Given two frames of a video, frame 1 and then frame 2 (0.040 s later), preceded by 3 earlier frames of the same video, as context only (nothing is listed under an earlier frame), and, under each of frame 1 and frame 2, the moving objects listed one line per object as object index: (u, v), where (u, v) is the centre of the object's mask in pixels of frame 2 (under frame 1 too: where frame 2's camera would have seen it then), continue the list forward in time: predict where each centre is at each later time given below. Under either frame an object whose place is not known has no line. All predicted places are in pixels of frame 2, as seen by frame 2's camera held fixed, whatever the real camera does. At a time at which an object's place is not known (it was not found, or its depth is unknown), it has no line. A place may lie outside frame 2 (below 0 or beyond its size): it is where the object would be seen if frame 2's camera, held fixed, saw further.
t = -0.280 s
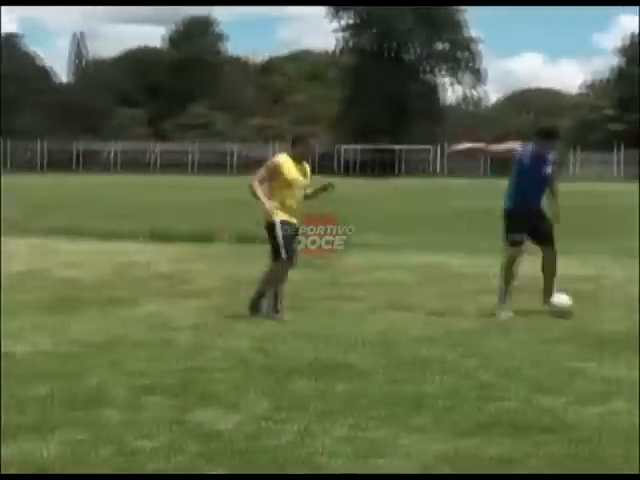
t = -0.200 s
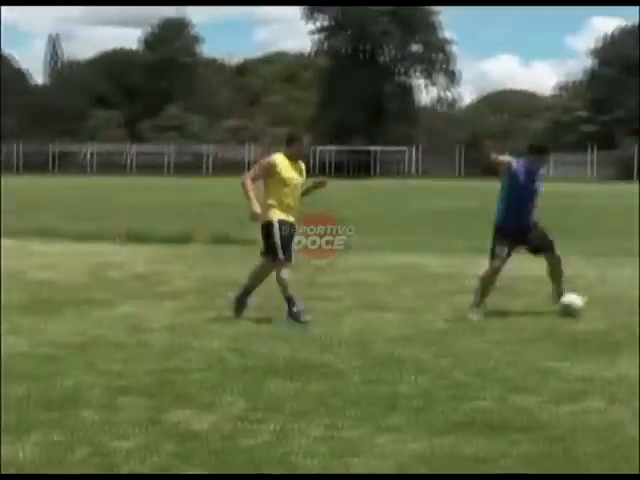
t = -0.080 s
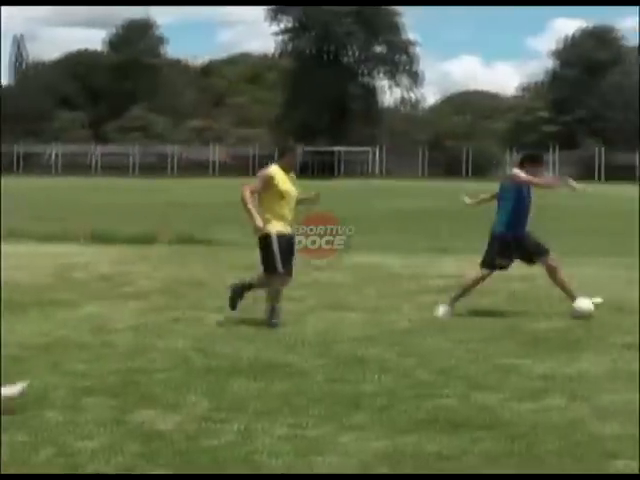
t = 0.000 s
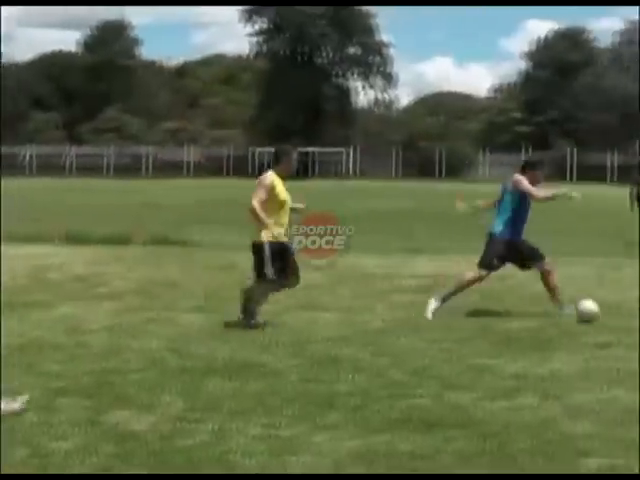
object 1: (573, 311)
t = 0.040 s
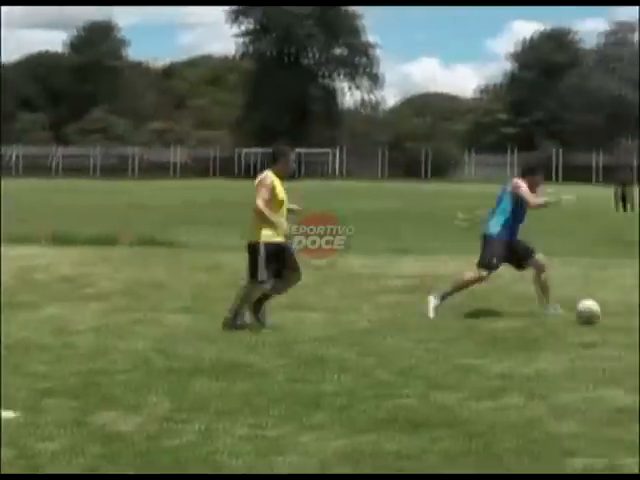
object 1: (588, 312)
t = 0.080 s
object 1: (604, 314)
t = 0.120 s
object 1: (620, 317)
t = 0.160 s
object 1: (638, 320)
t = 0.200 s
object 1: (655, 322)
